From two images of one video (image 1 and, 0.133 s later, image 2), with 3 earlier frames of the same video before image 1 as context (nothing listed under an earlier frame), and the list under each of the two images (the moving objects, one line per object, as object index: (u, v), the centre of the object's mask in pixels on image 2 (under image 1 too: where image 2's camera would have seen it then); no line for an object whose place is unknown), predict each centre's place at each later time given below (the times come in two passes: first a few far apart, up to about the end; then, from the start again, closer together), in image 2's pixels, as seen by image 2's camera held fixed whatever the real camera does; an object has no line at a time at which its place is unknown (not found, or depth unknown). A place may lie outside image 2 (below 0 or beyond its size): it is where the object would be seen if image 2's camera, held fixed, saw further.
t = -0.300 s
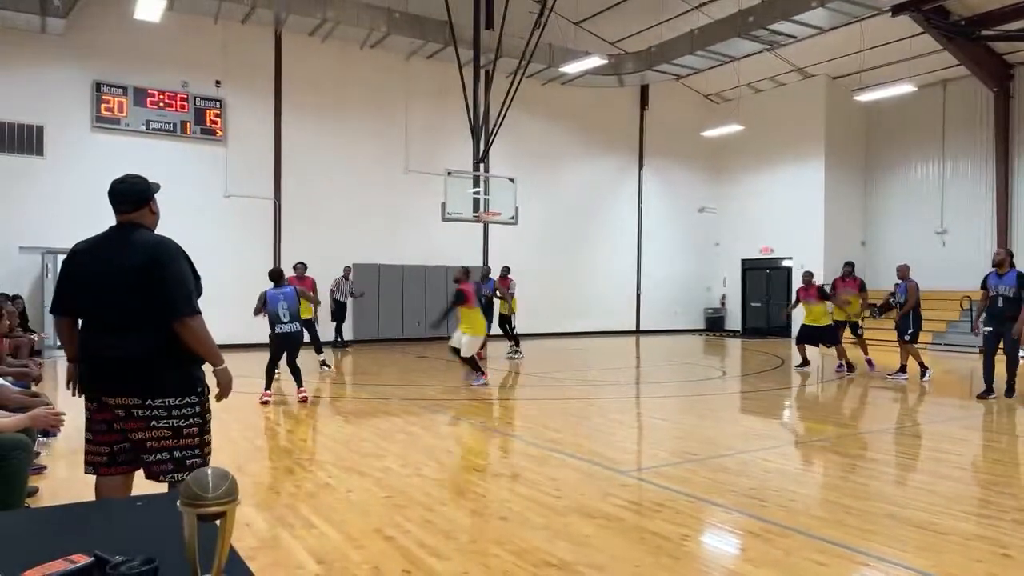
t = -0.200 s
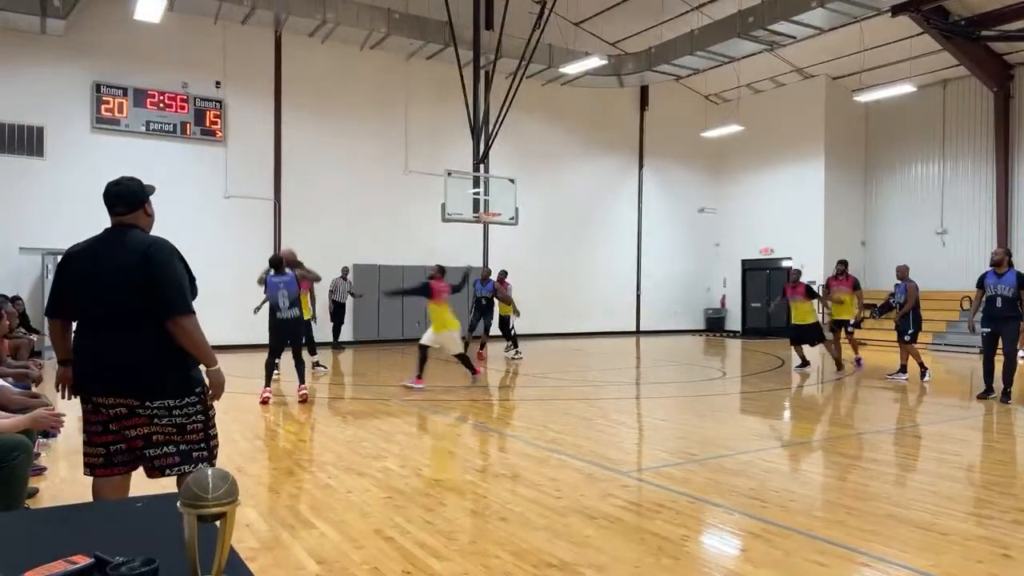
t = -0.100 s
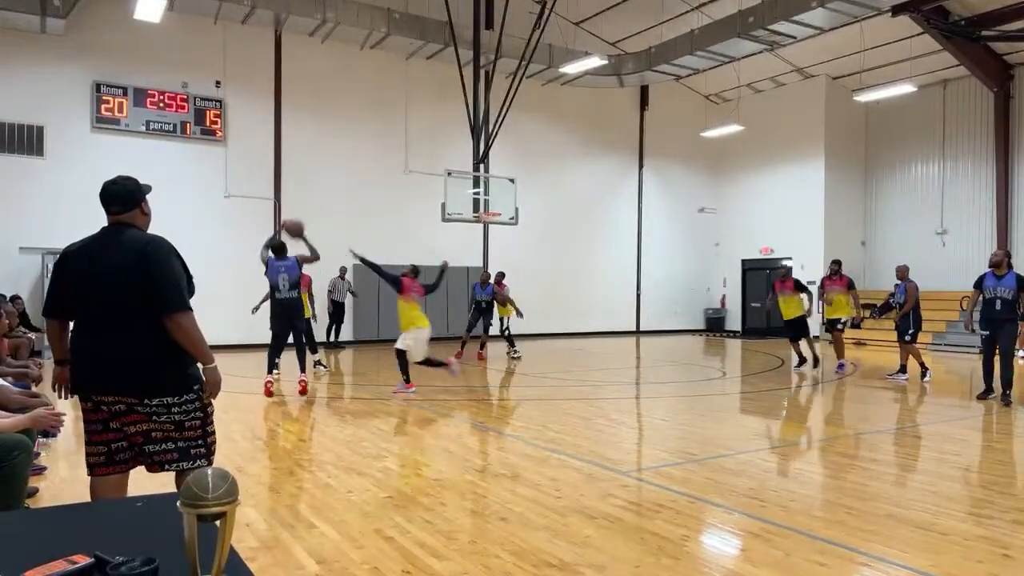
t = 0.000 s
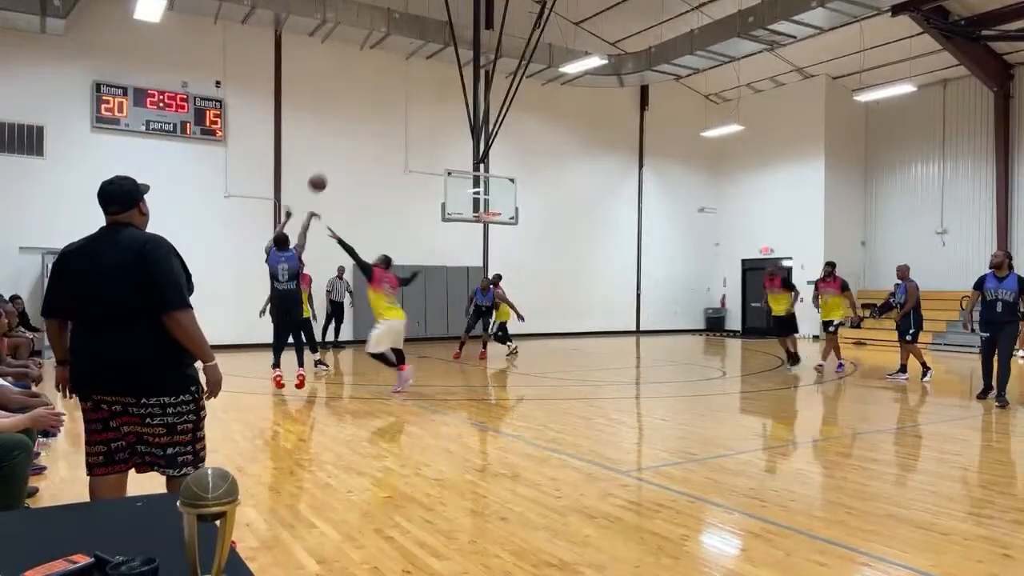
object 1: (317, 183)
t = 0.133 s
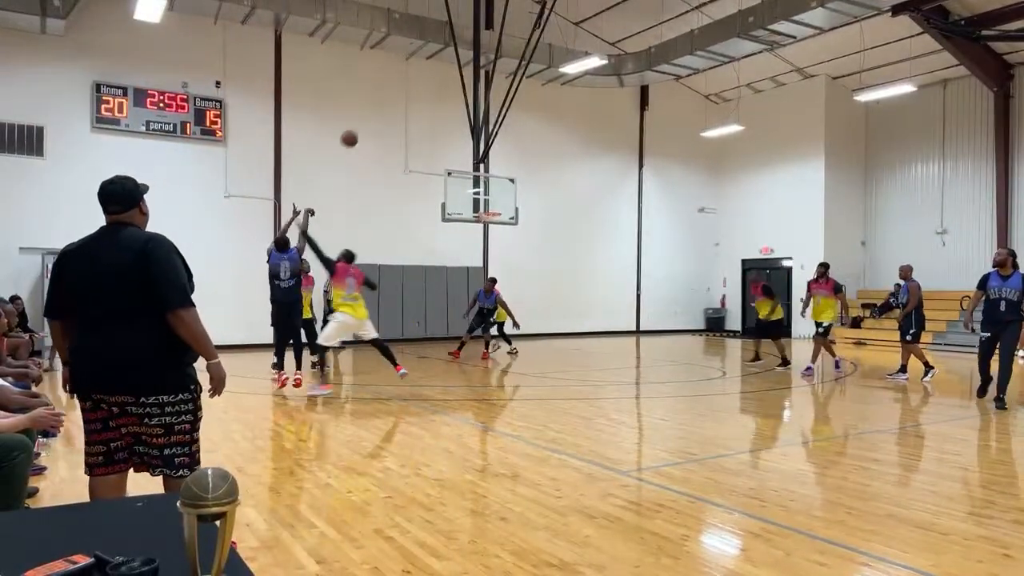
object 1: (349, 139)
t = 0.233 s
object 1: (368, 118)
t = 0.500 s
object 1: (413, 99)
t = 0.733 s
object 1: (443, 117)
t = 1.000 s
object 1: (469, 164)
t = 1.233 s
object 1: (491, 219)
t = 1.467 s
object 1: (501, 220)
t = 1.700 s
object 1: (493, 228)
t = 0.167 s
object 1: (356, 130)
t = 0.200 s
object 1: (362, 124)
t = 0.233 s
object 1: (368, 118)
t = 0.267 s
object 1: (375, 112)
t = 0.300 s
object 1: (381, 108)
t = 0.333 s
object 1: (387, 105)
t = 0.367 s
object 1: (392, 102)
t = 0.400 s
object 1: (398, 100)
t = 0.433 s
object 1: (403, 99)
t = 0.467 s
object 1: (408, 99)
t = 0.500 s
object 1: (413, 99)
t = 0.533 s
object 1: (417, 100)
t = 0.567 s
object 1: (422, 102)
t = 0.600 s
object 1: (427, 104)
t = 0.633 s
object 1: (431, 106)
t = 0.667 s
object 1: (435, 109)
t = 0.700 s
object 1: (440, 113)
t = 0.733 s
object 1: (443, 117)
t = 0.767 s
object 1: (447, 122)
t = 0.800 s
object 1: (451, 126)
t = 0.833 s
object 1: (454, 132)
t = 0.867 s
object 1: (458, 138)
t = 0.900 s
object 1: (461, 144)
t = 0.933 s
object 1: (464, 150)
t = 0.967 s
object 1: (467, 157)
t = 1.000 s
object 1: (469, 164)
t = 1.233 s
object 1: (491, 219)
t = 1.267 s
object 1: (494, 221)
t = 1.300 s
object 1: (497, 222)
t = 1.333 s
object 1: (499, 221)
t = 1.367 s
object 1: (500, 220)
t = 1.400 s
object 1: (501, 220)
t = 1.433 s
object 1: (501, 220)
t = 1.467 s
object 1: (501, 220)
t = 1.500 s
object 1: (500, 220)
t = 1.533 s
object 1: (499, 220)
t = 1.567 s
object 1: (499, 221)
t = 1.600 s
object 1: (497, 222)
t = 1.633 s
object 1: (495, 224)
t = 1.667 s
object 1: (494, 226)
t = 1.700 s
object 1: (493, 228)
